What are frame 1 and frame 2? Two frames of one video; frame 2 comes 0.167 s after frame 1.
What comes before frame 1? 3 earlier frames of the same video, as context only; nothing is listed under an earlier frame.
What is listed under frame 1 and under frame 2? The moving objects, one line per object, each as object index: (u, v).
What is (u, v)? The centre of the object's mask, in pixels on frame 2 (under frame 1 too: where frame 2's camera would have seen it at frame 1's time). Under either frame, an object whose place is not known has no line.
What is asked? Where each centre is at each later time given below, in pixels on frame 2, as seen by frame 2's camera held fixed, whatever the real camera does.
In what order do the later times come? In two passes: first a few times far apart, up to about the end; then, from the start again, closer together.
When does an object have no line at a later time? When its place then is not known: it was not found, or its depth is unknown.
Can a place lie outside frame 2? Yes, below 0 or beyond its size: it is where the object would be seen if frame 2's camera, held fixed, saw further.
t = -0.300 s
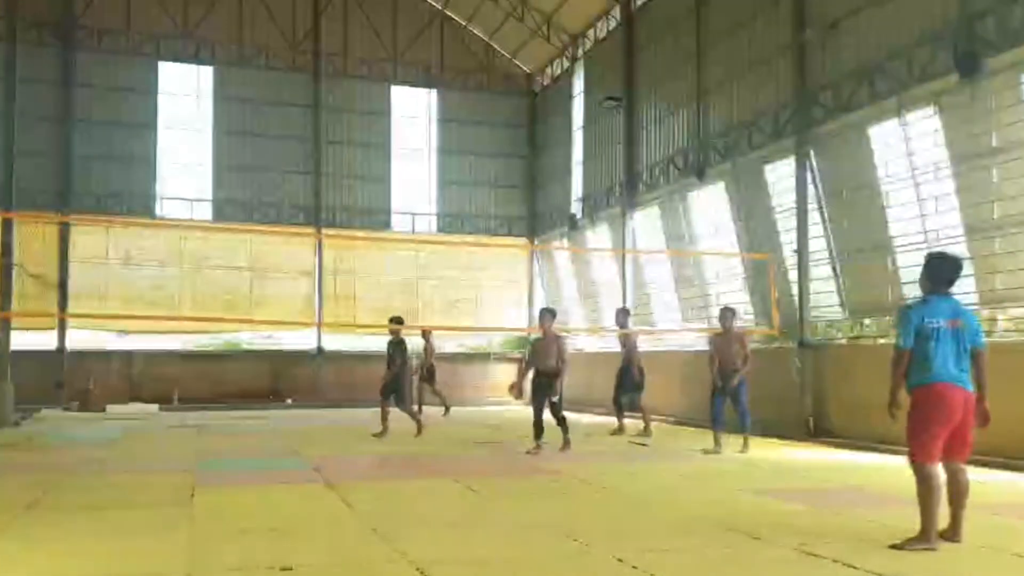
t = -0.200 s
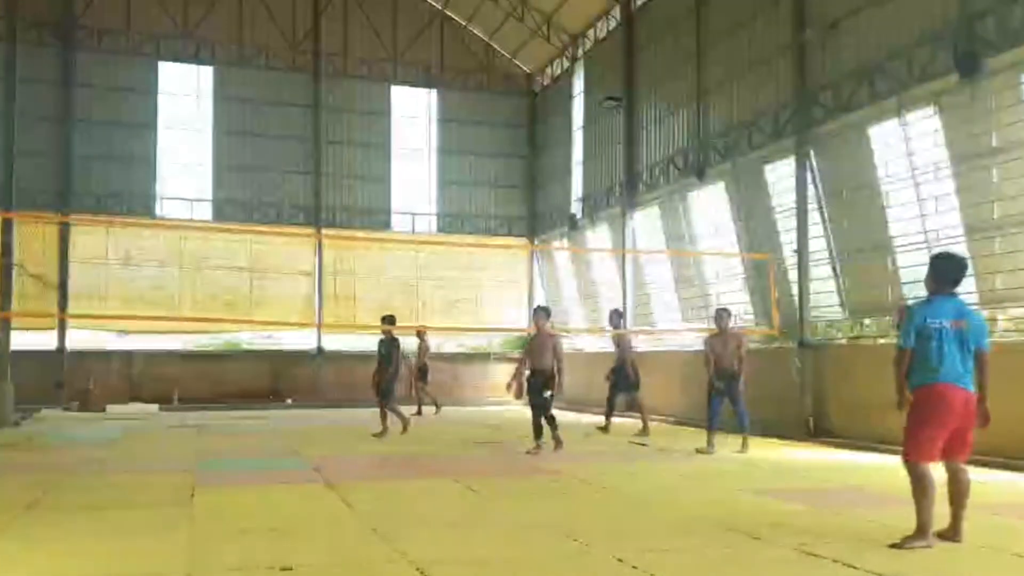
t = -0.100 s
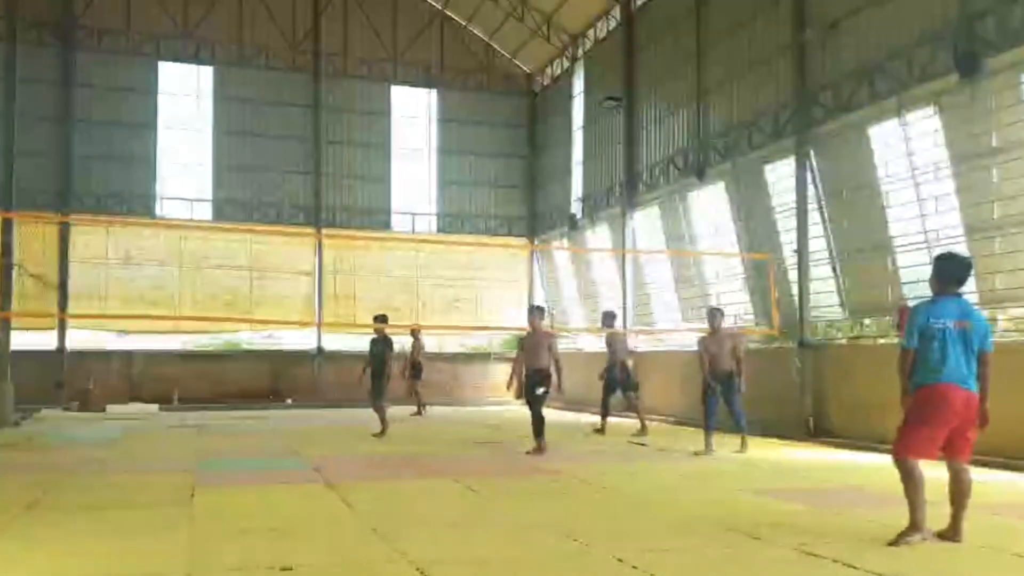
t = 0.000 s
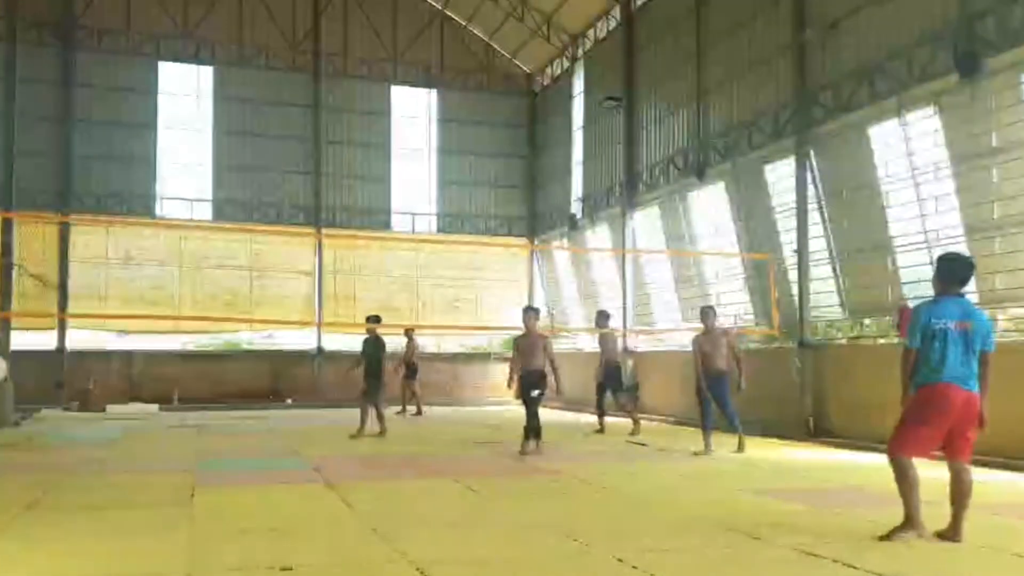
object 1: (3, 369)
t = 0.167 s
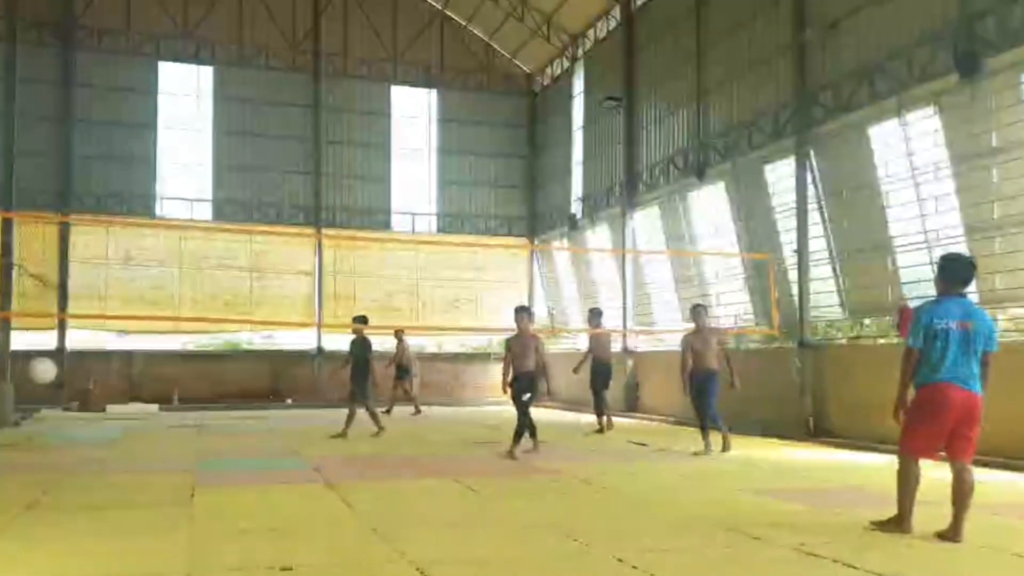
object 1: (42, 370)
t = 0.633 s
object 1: (127, 402)
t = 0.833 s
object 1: (145, 385)
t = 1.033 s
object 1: (160, 400)
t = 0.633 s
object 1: (127, 402)
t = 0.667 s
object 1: (132, 398)
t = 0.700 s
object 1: (134, 394)
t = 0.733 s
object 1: (137, 390)
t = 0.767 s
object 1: (140, 387)
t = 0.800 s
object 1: (142, 386)
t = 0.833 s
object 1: (145, 385)
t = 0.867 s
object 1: (147, 386)
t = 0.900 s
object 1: (150, 386)
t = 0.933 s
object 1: (152, 388)
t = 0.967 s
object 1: (155, 391)
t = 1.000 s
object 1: (158, 394)
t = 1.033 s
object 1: (160, 400)
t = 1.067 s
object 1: (163, 404)
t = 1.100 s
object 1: (167, 408)
